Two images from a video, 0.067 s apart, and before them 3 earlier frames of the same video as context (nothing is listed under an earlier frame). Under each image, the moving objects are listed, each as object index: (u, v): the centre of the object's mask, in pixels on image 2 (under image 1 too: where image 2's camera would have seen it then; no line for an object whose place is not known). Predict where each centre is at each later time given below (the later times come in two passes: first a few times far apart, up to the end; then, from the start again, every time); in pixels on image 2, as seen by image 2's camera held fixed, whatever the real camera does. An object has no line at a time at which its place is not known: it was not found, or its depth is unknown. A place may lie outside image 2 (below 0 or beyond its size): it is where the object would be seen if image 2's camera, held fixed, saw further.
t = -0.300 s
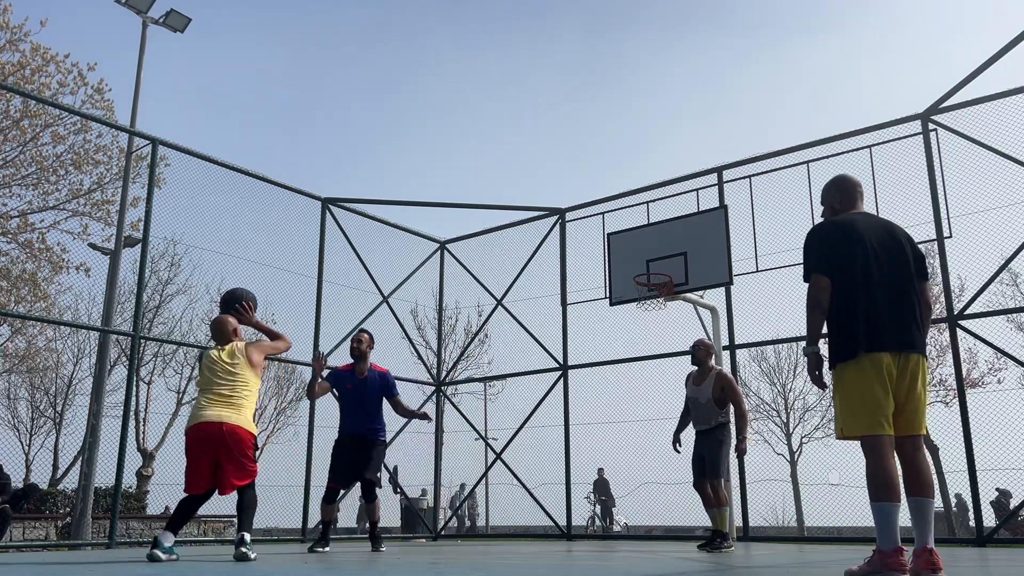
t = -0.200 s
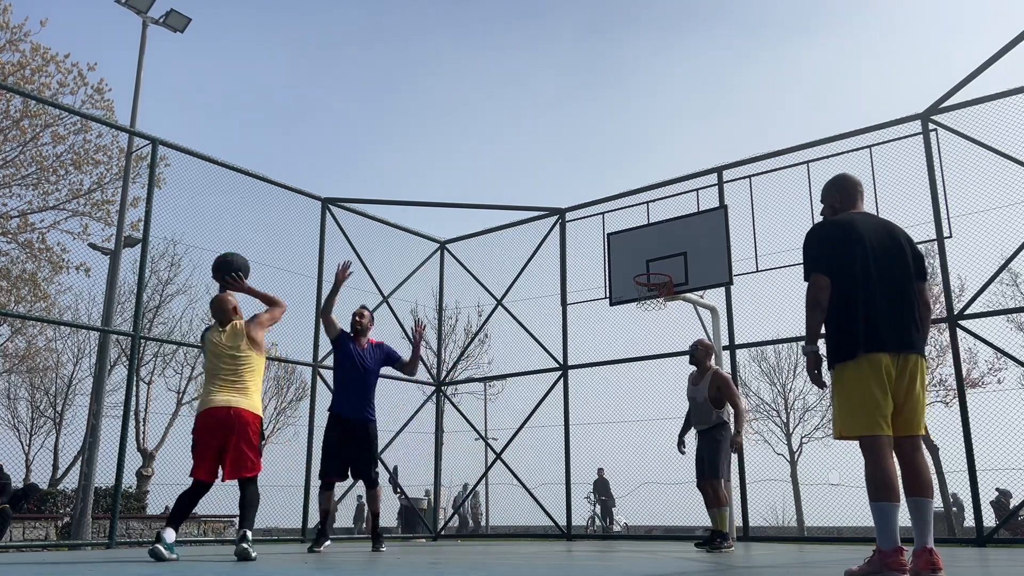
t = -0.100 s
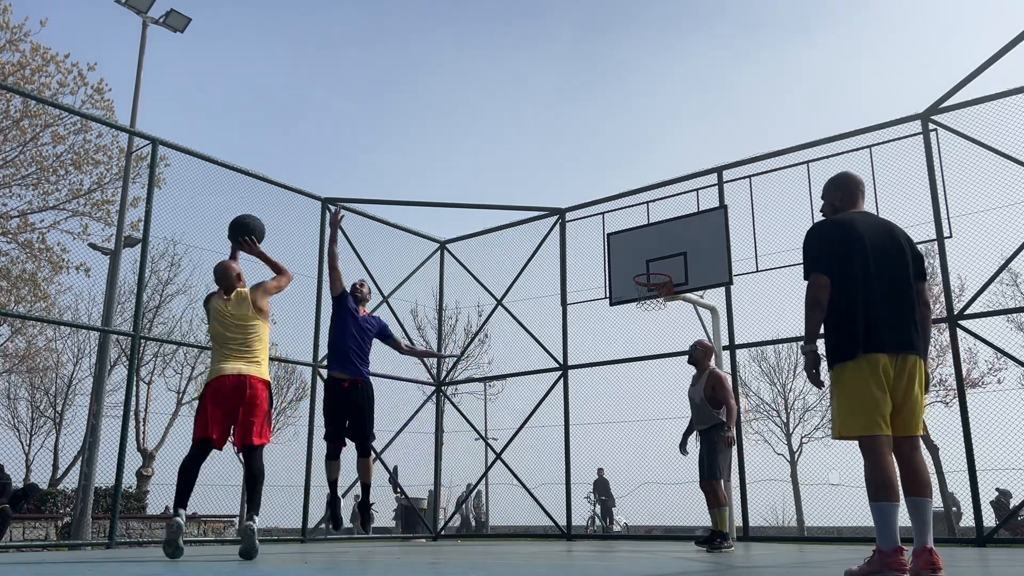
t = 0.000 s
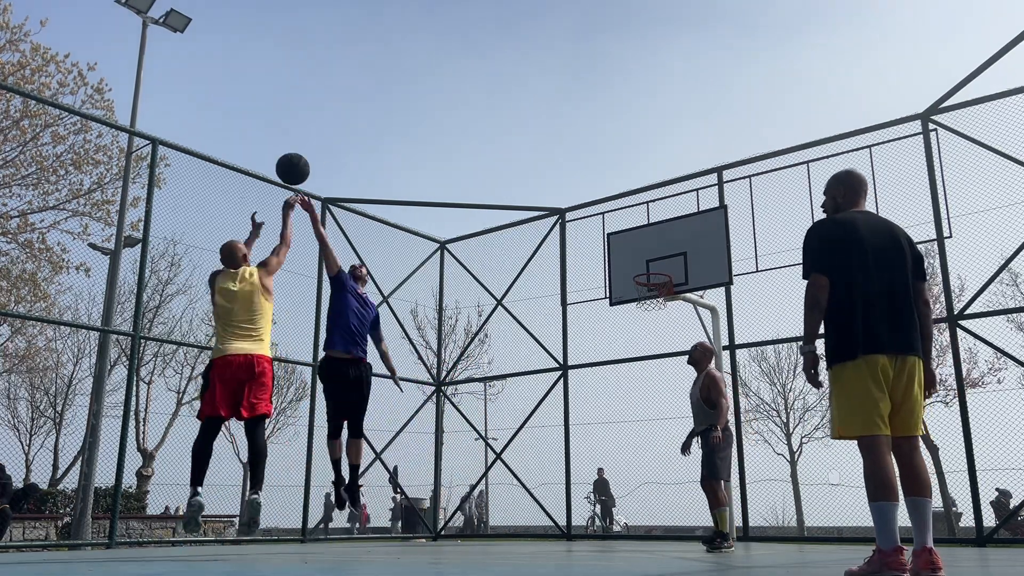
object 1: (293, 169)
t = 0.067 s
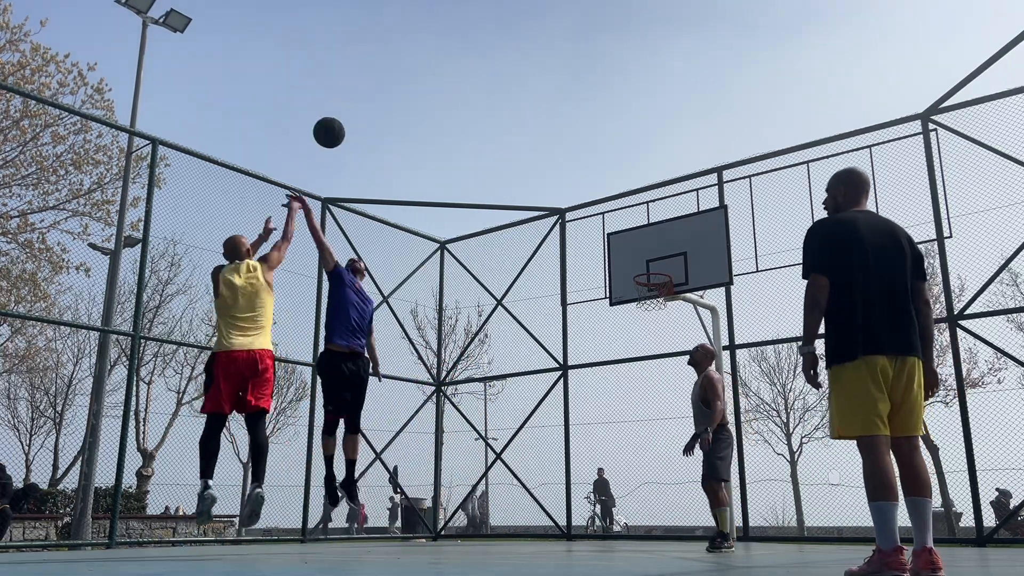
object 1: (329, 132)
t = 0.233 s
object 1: (403, 75)
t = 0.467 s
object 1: (483, 52)
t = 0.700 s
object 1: (545, 76)
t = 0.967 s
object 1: (604, 147)
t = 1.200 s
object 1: (649, 242)
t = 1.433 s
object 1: (636, 300)
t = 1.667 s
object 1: (612, 350)
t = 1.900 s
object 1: (585, 452)
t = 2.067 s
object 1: (565, 517)
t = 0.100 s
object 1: (345, 117)
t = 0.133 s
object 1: (361, 104)
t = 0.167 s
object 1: (376, 93)
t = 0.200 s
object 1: (390, 83)
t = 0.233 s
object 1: (403, 75)
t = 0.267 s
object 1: (416, 68)
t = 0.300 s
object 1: (428, 63)
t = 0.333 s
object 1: (440, 59)
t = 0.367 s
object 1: (451, 55)
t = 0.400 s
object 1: (462, 53)
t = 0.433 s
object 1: (473, 52)
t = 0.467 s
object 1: (483, 52)
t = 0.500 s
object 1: (492, 53)
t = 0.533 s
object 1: (502, 55)
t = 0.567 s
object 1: (511, 58)
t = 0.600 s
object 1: (520, 61)
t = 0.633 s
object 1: (529, 65)
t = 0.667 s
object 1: (537, 70)
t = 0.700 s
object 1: (545, 76)
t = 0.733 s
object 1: (553, 82)
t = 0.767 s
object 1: (561, 90)
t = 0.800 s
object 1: (568, 97)
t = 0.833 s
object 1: (576, 106)
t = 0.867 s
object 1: (583, 115)
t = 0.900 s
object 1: (590, 125)
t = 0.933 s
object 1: (597, 136)
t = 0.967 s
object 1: (604, 147)
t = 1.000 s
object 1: (611, 159)
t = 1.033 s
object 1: (618, 171)
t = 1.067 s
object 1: (624, 183)
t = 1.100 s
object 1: (631, 197)
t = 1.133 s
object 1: (637, 211)
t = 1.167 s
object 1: (643, 226)
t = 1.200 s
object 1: (649, 242)
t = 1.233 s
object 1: (656, 257)
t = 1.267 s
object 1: (662, 269)
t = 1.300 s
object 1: (657, 282)
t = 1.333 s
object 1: (650, 287)
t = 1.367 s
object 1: (646, 291)
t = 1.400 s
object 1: (640, 296)
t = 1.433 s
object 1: (636, 300)
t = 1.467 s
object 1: (633, 304)
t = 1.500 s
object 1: (630, 310)
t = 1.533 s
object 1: (626, 315)
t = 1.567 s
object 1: (623, 322)
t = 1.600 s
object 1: (619, 331)
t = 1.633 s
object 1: (615, 340)
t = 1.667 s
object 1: (612, 350)
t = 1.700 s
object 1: (608, 361)
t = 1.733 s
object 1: (605, 373)
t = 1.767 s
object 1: (601, 386)
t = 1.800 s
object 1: (597, 401)
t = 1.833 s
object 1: (593, 416)
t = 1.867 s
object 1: (589, 433)
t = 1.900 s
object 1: (585, 452)
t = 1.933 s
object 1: (581, 471)
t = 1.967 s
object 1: (579, 492)
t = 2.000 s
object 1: (574, 515)
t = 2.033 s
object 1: (569, 534)
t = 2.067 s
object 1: (565, 517)
